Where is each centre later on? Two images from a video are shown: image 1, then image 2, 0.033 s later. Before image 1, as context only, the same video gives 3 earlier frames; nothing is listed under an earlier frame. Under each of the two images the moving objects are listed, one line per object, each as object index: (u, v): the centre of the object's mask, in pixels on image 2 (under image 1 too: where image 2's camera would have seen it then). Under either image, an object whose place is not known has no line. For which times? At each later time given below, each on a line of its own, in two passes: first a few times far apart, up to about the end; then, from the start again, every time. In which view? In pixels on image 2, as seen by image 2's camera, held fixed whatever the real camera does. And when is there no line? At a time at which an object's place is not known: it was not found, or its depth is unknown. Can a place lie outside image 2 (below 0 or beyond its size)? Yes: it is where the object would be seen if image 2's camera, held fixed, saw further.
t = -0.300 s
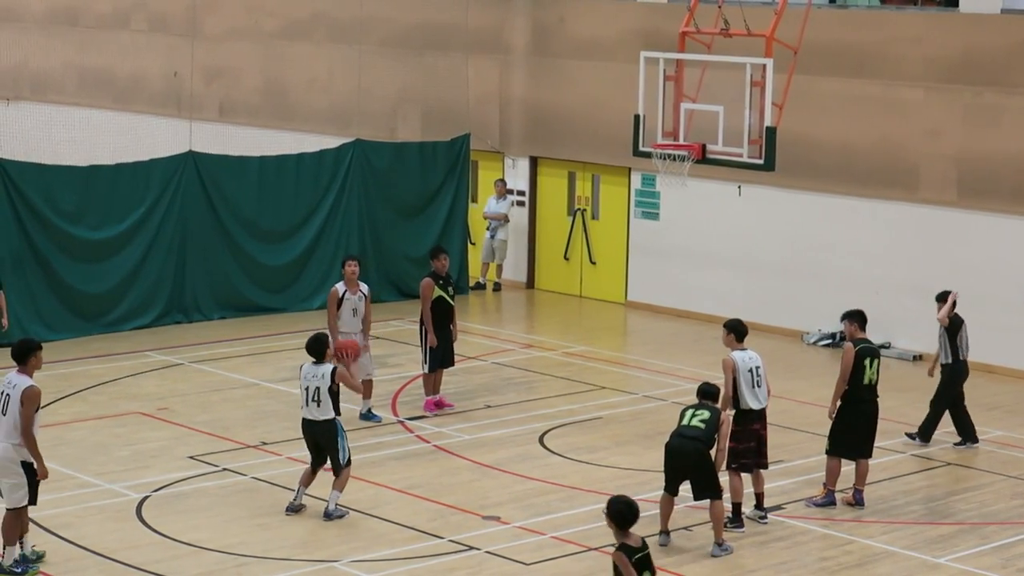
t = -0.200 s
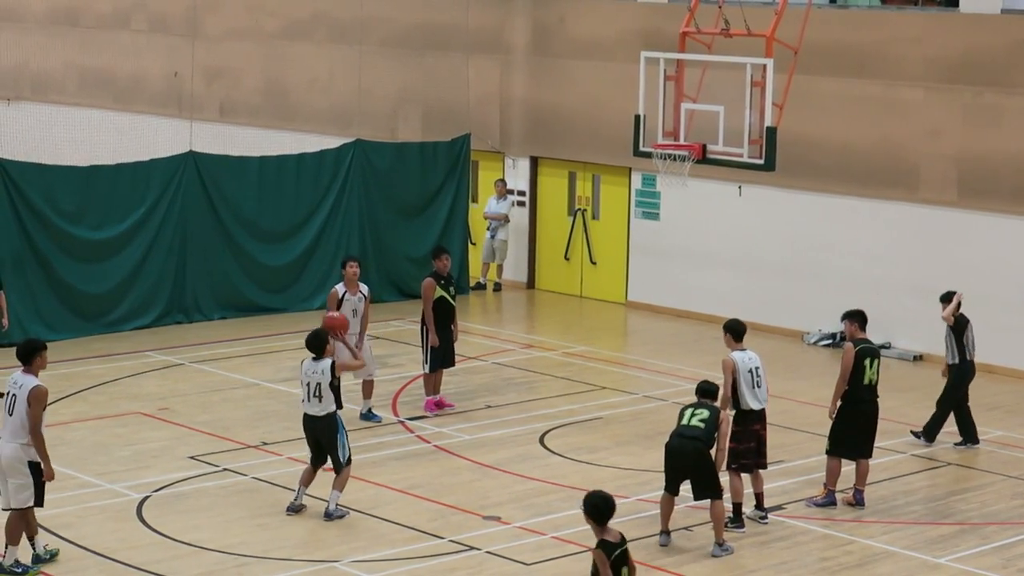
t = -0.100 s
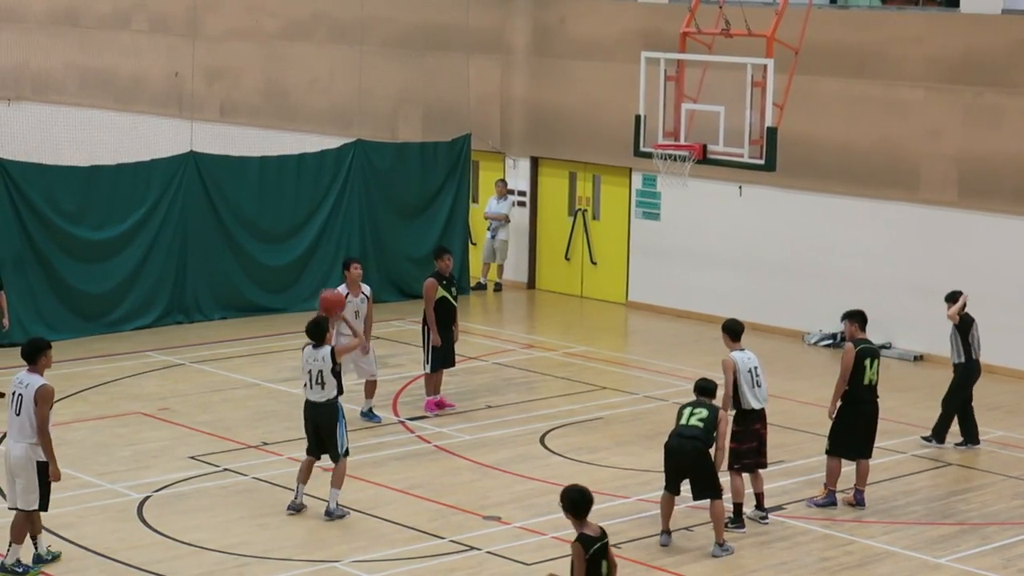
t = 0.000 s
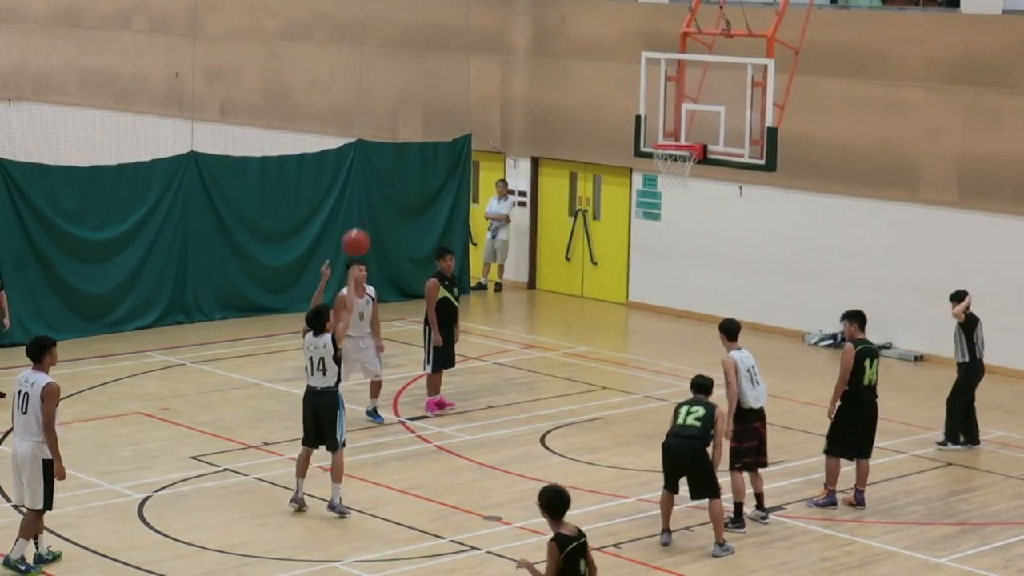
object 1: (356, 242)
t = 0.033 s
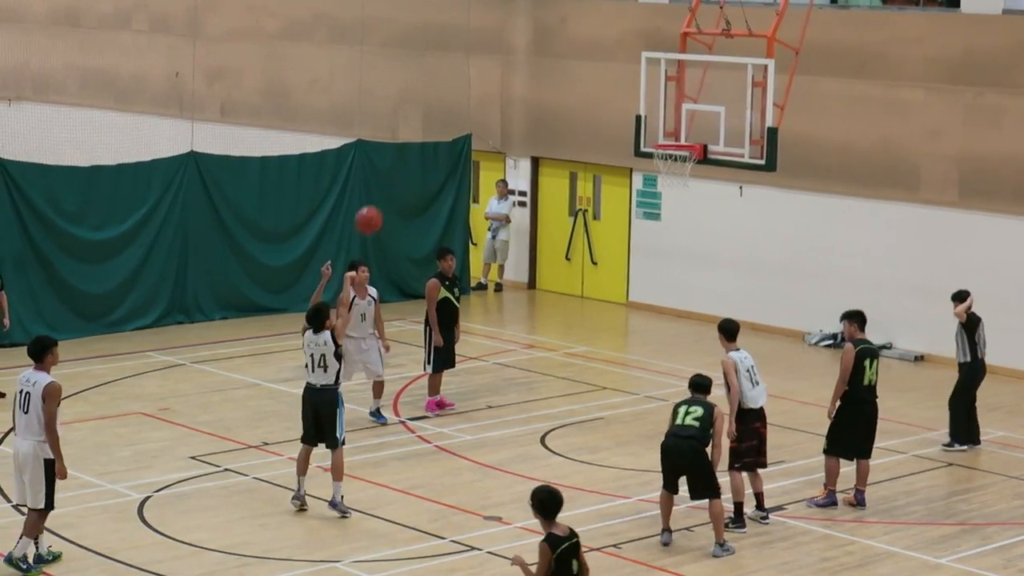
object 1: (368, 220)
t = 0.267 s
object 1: (455, 100)
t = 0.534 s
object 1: (546, 40)
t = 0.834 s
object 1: (639, 62)
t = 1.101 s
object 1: (701, 131)
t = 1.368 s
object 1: (699, 136)
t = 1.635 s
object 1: (713, 167)
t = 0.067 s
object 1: (381, 198)
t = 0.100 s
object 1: (394, 179)
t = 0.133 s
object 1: (406, 160)
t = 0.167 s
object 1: (419, 143)
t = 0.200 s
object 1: (431, 127)
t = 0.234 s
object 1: (443, 113)
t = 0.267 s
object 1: (455, 100)
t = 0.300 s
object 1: (467, 88)
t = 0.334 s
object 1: (479, 77)
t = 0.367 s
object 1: (490, 68)
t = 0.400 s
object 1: (502, 60)
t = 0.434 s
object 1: (513, 53)
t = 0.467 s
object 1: (524, 47)
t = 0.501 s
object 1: (535, 43)
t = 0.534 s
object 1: (546, 40)
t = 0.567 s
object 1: (557, 37)
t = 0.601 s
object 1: (568, 36)
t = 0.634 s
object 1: (578, 37)
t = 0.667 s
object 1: (589, 38)
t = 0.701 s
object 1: (598, 41)
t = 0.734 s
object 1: (609, 44)
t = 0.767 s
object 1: (619, 49)
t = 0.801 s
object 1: (629, 55)
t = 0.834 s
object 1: (639, 62)
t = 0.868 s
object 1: (648, 70)
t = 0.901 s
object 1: (658, 78)
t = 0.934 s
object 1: (667, 87)
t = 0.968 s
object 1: (676, 99)
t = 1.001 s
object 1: (685, 109)
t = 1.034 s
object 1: (693, 123)
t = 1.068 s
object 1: (701, 134)
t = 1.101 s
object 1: (701, 131)
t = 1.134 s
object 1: (701, 128)
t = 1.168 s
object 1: (700, 127)
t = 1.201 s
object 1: (700, 126)
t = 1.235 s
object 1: (700, 127)
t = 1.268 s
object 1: (700, 128)
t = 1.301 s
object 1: (699, 131)
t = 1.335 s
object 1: (699, 135)
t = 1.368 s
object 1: (699, 136)
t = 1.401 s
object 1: (701, 136)
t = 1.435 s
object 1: (703, 138)
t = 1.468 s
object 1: (704, 140)
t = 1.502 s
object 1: (706, 143)
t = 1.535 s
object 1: (707, 148)
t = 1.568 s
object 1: (709, 153)
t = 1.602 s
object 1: (712, 159)
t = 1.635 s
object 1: (713, 167)
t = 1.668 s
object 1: (715, 177)
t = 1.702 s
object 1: (717, 186)
